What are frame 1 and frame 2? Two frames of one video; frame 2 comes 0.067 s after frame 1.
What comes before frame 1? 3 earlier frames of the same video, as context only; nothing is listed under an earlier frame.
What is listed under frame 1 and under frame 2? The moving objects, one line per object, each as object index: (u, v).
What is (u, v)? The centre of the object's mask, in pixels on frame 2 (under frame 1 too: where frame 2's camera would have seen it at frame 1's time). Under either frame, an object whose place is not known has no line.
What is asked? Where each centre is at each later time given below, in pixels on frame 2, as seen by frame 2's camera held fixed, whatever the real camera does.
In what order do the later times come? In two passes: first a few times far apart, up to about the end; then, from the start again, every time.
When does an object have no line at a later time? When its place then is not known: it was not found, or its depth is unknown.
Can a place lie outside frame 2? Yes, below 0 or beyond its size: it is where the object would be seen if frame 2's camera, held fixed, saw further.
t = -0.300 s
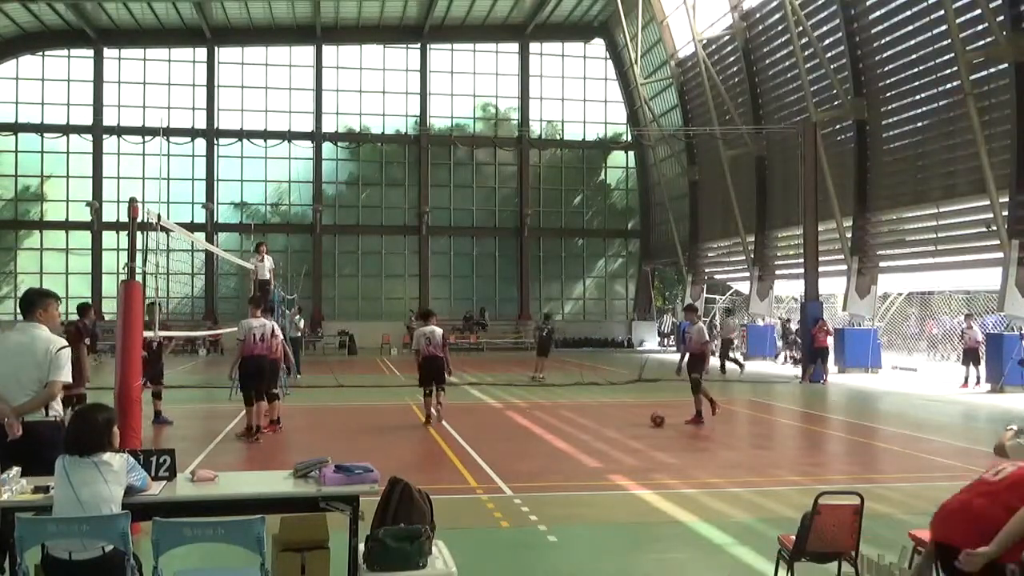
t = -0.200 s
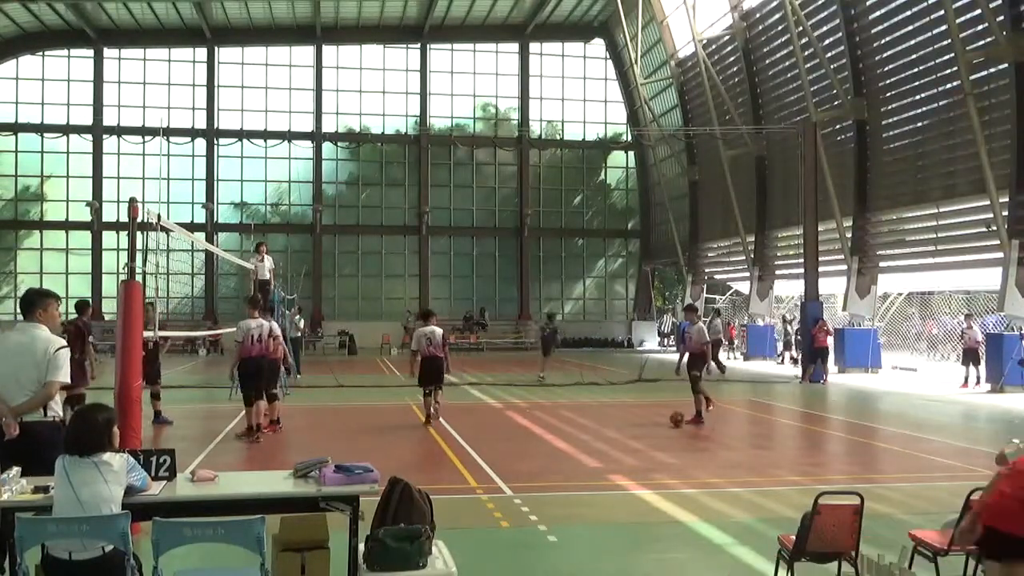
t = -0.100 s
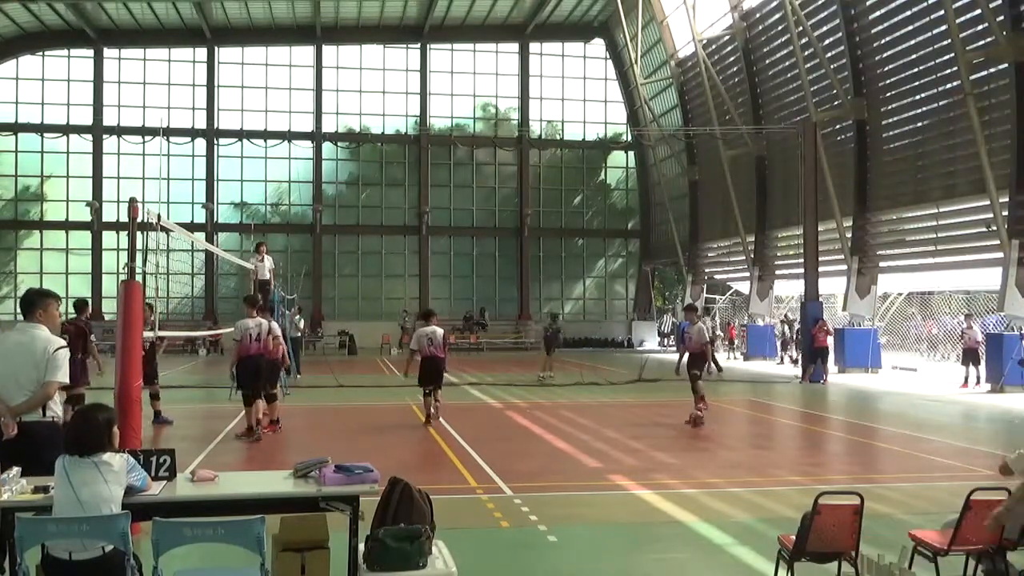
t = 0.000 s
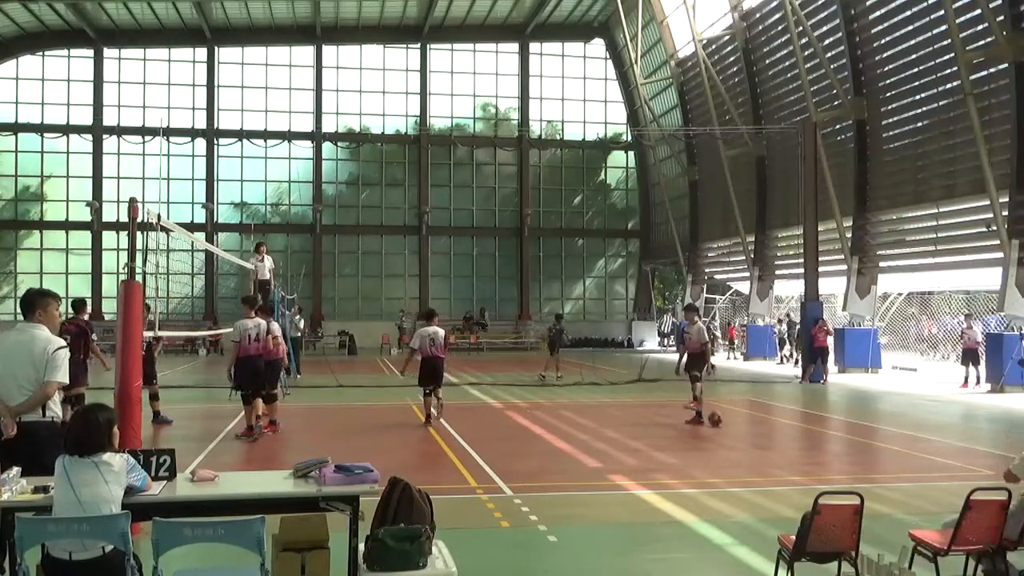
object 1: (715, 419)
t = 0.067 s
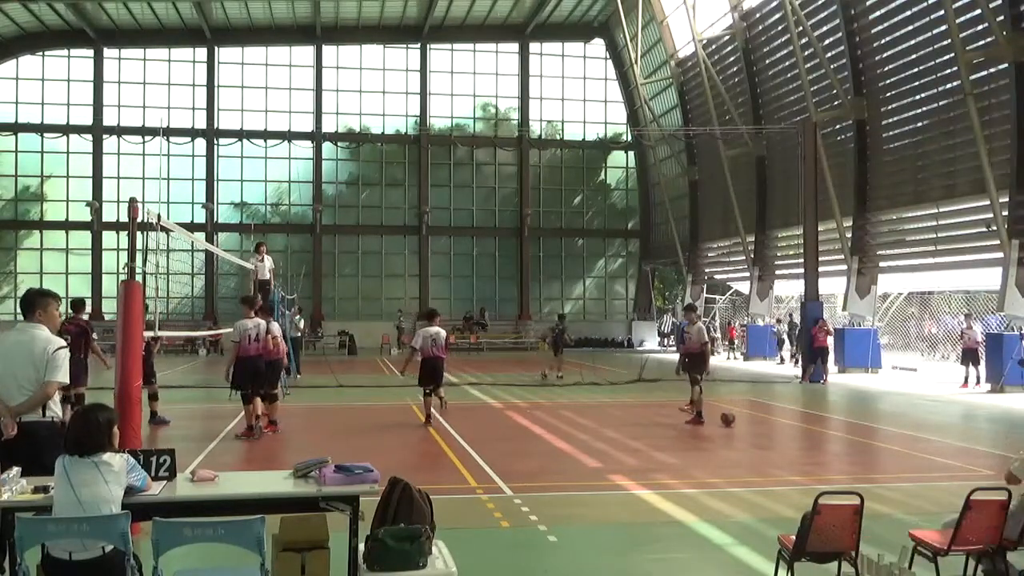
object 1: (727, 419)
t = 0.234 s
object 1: (758, 419)
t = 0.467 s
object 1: (800, 419)
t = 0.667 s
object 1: (836, 420)
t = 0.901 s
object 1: (877, 420)
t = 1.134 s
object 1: (917, 420)
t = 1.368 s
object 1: (956, 420)
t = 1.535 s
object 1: (983, 420)
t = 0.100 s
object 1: (733, 419)
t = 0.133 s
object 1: (740, 418)
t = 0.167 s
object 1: (746, 419)
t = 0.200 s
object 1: (752, 419)
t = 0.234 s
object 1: (758, 419)
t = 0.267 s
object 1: (764, 420)
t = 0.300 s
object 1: (770, 419)
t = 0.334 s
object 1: (776, 419)
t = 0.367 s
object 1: (782, 419)
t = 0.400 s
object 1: (788, 420)
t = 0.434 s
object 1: (794, 420)
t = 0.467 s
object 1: (800, 419)
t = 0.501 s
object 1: (806, 419)
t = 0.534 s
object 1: (812, 420)
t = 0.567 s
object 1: (818, 420)
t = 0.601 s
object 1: (825, 419)
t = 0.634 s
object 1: (830, 420)
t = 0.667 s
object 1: (836, 420)
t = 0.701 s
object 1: (842, 420)
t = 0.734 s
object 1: (848, 420)
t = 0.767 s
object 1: (853, 420)
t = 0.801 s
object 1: (860, 420)
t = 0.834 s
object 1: (865, 420)
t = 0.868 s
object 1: (872, 420)
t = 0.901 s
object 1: (877, 420)
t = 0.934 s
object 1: (883, 419)
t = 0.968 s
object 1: (889, 420)
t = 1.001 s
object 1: (895, 420)
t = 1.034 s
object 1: (900, 420)
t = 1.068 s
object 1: (906, 419)
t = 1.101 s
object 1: (912, 419)
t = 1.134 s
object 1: (917, 420)
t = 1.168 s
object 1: (923, 420)
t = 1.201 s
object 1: (929, 420)
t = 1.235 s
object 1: (934, 420)
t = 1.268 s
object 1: (940, 420)
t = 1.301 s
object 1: (945, 420)
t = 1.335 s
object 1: (951, 420)
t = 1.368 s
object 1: (956, 420)
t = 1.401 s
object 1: (962, 420)
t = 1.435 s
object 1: (967, 420)
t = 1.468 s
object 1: (973, 420)
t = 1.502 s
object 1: (978, 420)
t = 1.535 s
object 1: (983, 420)
